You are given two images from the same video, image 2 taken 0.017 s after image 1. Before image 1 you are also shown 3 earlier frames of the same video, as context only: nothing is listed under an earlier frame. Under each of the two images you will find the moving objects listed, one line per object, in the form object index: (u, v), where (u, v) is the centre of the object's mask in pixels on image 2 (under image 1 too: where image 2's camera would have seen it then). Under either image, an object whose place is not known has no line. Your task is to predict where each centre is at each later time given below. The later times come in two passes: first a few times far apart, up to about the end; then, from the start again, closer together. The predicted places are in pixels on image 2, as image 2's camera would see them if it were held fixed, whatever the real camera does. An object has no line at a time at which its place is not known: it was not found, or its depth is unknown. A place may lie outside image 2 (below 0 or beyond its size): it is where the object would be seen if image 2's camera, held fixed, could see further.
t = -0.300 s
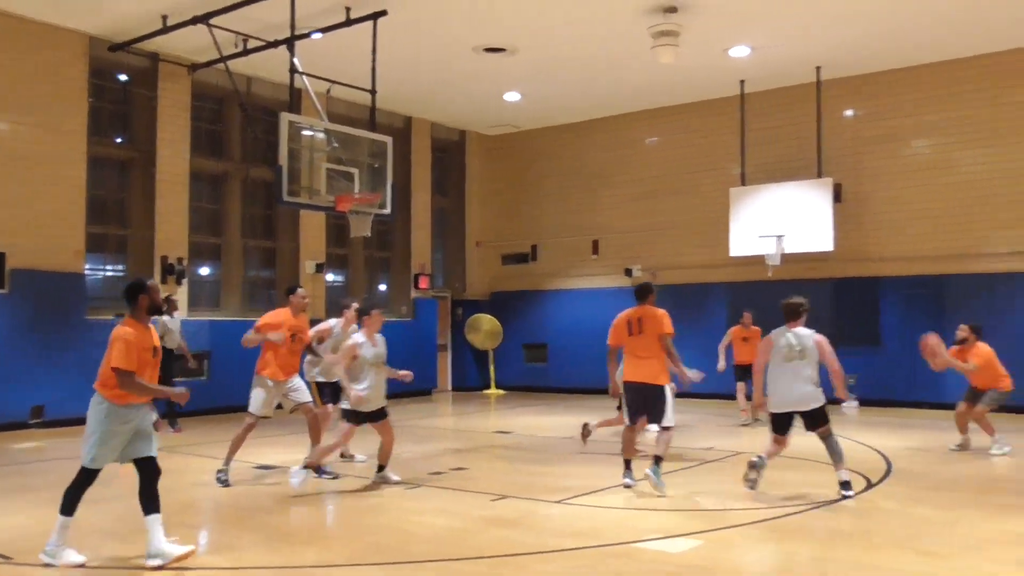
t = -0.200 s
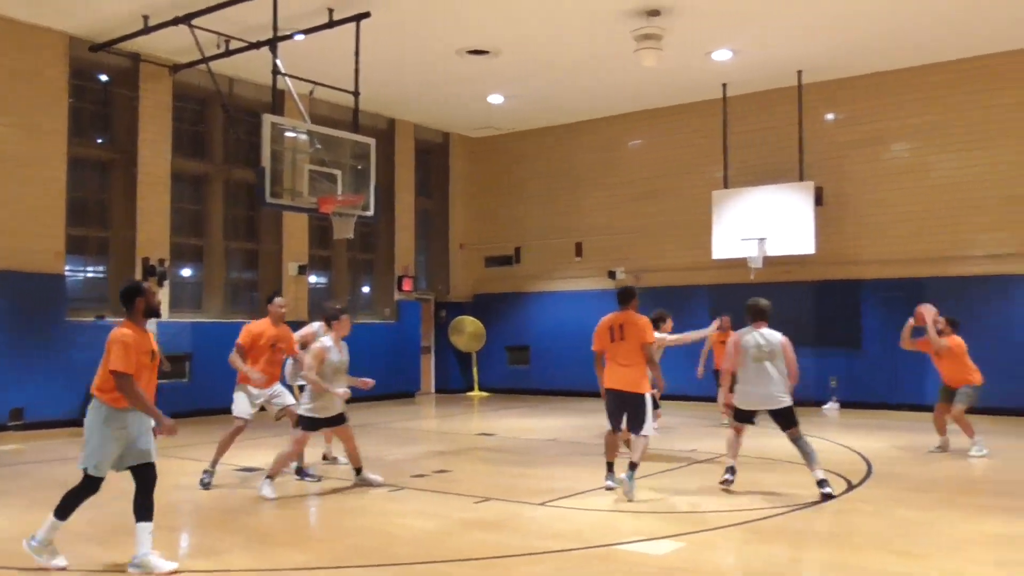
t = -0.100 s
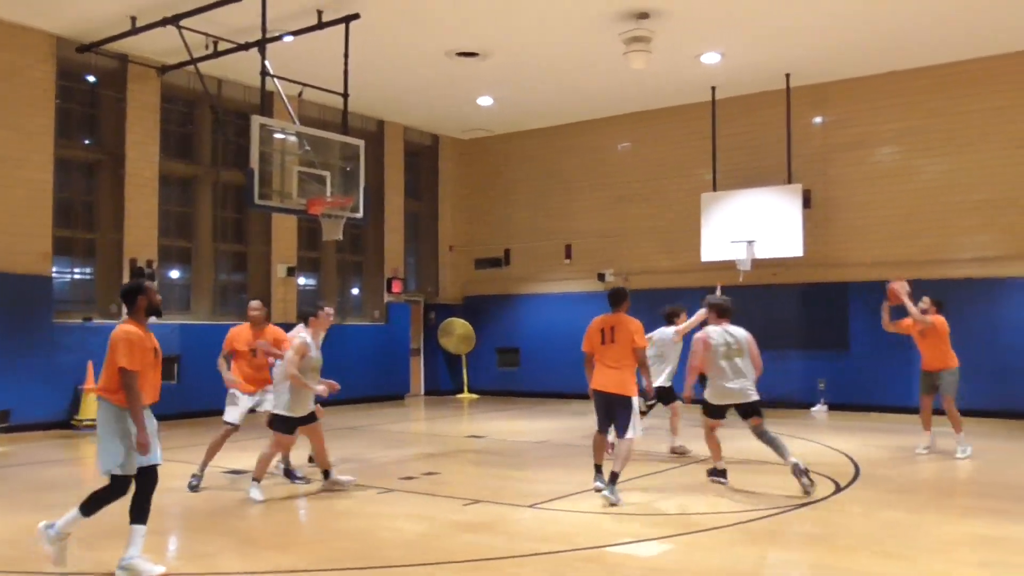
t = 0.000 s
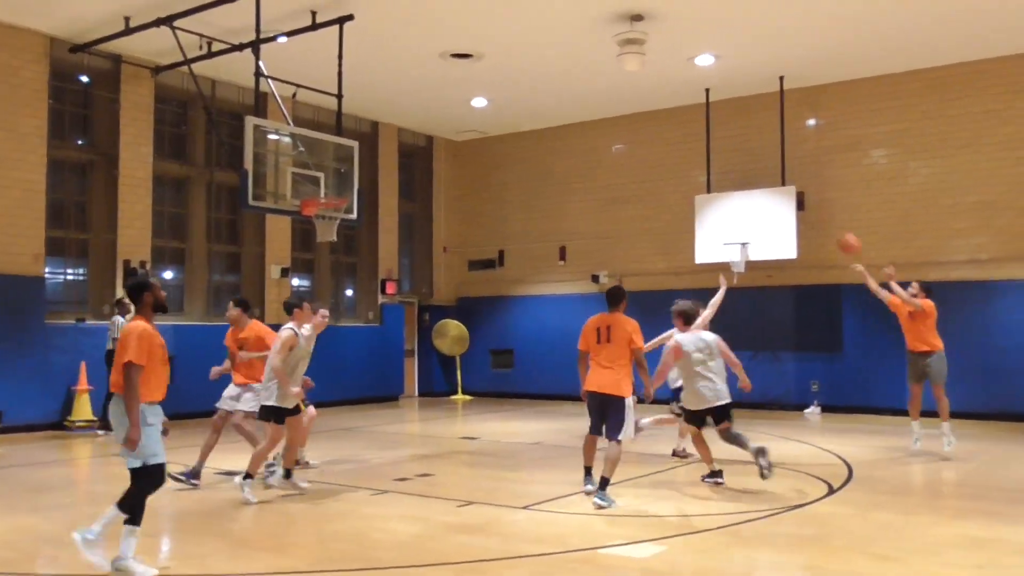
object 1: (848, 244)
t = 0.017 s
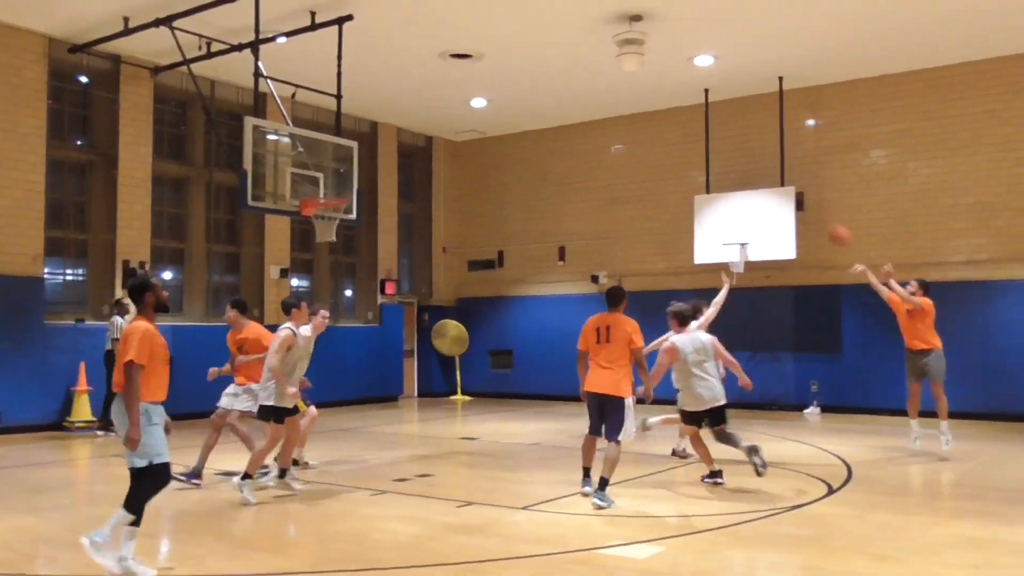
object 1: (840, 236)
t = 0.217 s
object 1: (734, 151)
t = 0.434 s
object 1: (624, 100)
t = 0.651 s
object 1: (523, 90)
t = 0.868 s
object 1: (427, 118)
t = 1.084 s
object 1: (337, 181)
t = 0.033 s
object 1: (830, 228)
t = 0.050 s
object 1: (822, 221)
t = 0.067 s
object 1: (811, 211)
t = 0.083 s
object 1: (803, 203)
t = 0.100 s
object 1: (795, 197)
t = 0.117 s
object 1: (785, 188)
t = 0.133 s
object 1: (777, 181)
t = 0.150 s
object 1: (769, 176)
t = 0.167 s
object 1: (760, 169)
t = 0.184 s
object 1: (751, 163)
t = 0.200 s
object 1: (742, 156)
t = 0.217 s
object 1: (734, 151)
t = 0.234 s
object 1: (725, 145)
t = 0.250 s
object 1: (717, 141)
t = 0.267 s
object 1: (708, 136)
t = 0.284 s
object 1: (700, 131)
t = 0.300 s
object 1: (692, 127)
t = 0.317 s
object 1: (684, 123)
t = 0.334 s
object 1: (676, 120)
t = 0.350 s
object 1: (666, 115)
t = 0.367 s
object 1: (660, 112)
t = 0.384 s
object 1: (649, 108)
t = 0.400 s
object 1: (641, 105)
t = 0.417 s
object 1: (632, 103)
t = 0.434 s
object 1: (624, 100)
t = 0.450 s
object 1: (615, 98)
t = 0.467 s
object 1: (608, 96)
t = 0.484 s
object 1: (600, 94)
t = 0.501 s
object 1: (593, 92)
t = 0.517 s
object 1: (585, 91)
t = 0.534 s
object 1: (577, 90)
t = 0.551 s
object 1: (568, 89)
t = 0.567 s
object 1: (561, 89)
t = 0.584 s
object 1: (553, 89)
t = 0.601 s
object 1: (547, 89)
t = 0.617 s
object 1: (539, 89)
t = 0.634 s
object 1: (531, 89)
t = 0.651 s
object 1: (523, 90)
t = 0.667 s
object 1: (516, 91)
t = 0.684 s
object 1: (508, 92)
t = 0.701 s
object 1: (501, 93)
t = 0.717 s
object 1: (494, 95)
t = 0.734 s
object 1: (487, 96)
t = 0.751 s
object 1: (478, 98)
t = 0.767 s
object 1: (470, 100)
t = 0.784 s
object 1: (463, 102)
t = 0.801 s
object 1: (457, 105)
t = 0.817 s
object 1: (449, 108)
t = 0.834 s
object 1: (442, 111)
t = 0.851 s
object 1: (434, 115)
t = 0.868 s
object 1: (427, 118)
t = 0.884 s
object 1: (419, 122)
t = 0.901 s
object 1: (413, 126)
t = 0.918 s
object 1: (405, 130)
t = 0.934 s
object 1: (400, 134)
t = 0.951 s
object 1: (392, 138)
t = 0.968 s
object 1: (386, 142)
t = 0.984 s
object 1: (375, 147)
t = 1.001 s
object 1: (369, 153)
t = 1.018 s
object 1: (364, 158)
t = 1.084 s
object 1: (337, 181)
